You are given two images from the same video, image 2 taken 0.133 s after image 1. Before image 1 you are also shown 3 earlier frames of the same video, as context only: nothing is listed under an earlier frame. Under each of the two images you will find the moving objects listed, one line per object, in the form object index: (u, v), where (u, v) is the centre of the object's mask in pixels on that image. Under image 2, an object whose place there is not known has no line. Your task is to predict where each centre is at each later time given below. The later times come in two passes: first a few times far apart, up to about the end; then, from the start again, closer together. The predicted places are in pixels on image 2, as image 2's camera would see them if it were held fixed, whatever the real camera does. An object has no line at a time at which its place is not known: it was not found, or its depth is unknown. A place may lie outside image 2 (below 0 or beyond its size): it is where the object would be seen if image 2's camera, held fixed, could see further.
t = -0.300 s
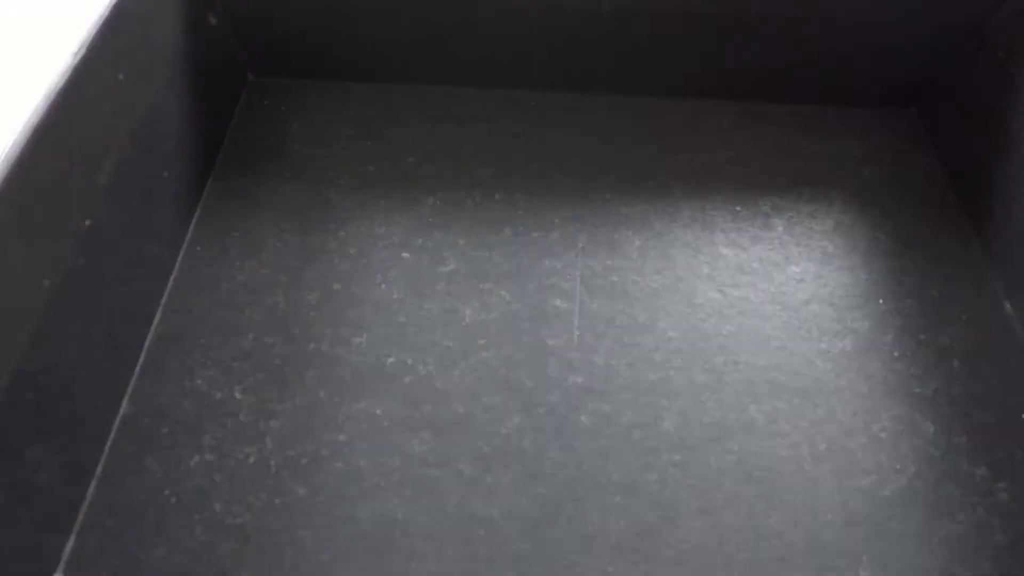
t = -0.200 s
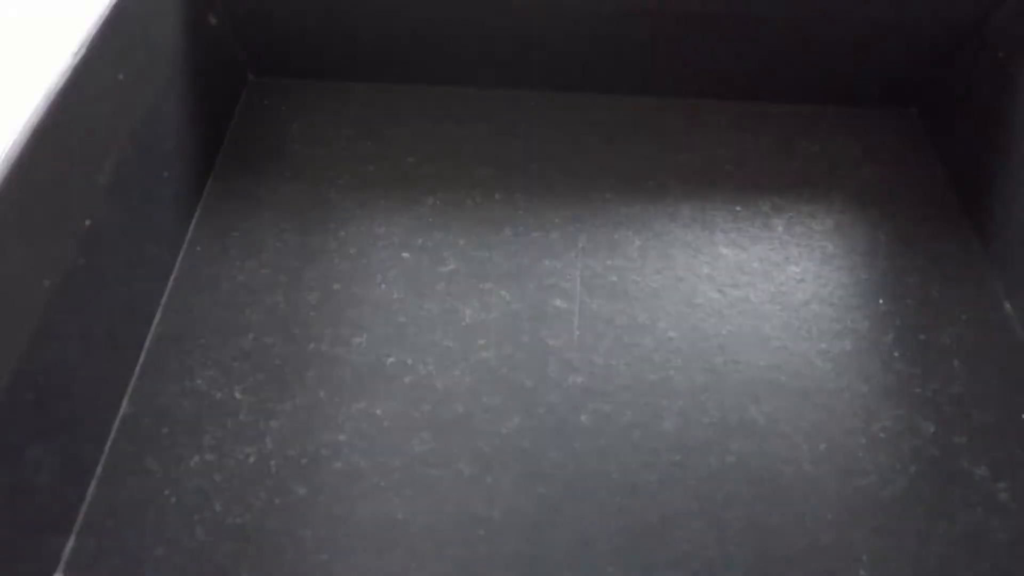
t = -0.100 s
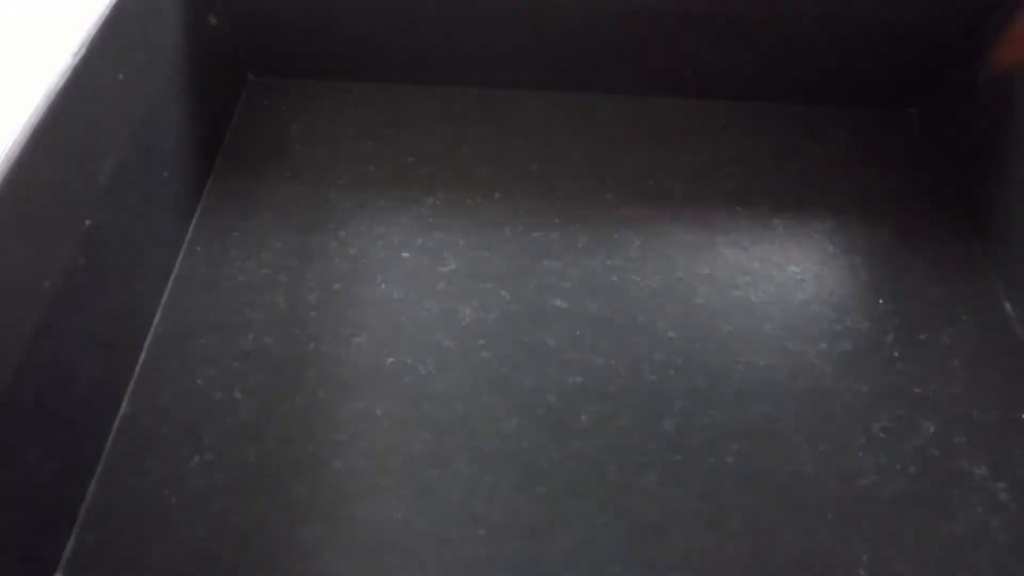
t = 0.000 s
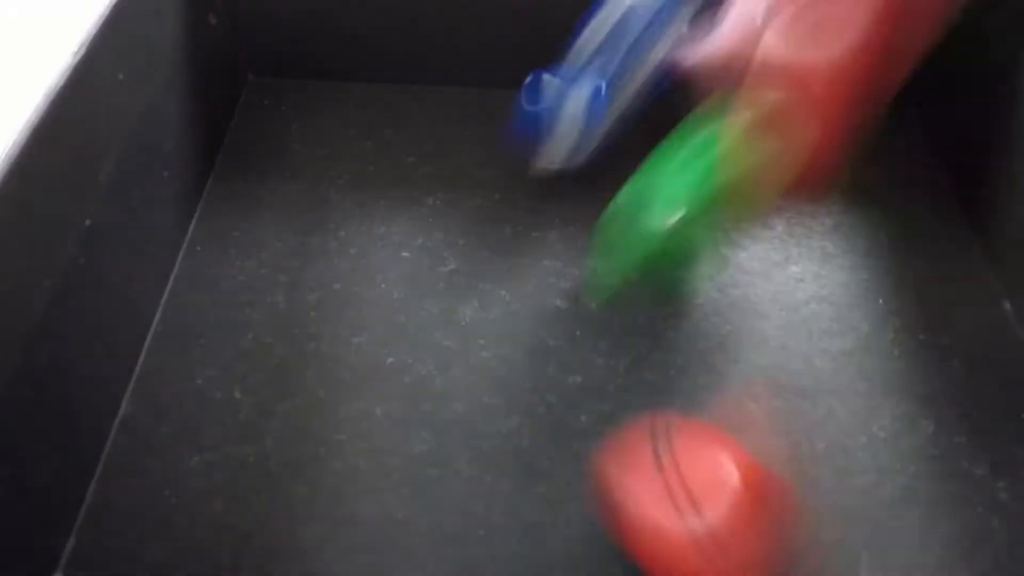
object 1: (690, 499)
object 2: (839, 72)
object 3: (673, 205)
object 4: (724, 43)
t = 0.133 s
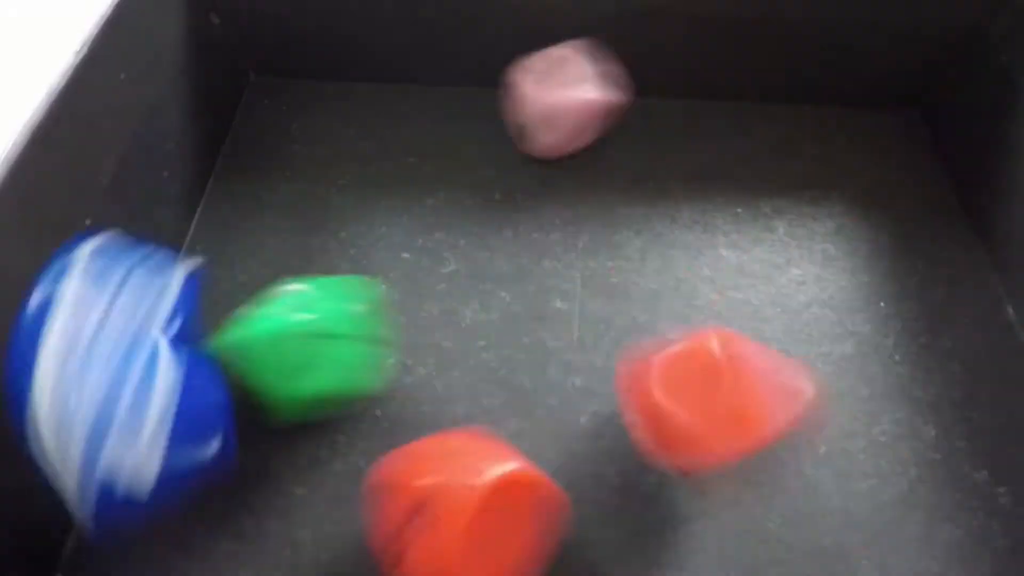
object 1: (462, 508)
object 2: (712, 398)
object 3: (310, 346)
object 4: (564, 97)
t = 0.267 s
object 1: (375, 498)
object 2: (593, 268)
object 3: (217, 211)
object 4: (508, 108)
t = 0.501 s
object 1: (424, 472)
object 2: (567, 187)
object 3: (334, 96)
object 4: (507, 101)
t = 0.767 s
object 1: (424, 472)
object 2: (599, 191)
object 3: (337, 104)
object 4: (509, 106)
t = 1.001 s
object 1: (424, 472)
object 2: (599, 191)
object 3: (337, 104)
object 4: (509, 105)
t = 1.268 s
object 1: (424, 472)
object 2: (599, 191)
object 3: (337, 104)
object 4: (509, 105)
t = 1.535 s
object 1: (424, 472)
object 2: (599, 191)
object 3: (337, 104)
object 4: (509, 105)
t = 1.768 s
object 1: (424, 472)
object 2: (599, 191)
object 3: (336, 104)
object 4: (509, 105)
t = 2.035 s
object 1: (424, 472)
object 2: (599, 191)
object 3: (336, 104)
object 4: (509, 105)
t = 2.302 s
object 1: (424, 472)
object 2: (599, 191)
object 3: (336, 104)
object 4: (509, 105)
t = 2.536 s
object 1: (424, 472)
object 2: (599, 191)
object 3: (336, 104)
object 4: (509, 105)
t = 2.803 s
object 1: (424, 472)
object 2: (599, 191)
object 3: (336, 104)
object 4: (509, 105)
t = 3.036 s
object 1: (424, 472)
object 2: (599, 191)
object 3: (336, 104)
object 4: (509, 106)
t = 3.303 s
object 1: (424, 472)
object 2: (599, 191)
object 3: (337, 104)
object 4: (509, 106)
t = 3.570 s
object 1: (424, 472)
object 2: (599, 191)
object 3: (337, 104)
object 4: (509, 106)
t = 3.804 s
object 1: (424, 472)
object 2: (599, 191)
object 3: (337, 104)
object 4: (509, 106)
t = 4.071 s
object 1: (424, 472)
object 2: (599, 191)
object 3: (337, 104)
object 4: (509, 106)
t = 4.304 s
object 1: (424, 472)
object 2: (599, 191)
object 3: (337, 104)
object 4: (509, 106)
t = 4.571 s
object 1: (424, 472)
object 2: (599, 191)
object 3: (337, 104)
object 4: (509, 106)
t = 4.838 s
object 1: (424, 472)
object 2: (599, 191)
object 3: (337, 104)
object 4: (509, 106)
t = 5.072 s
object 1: (424, 472)
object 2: (599, 191)
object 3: (337, 104)
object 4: (509, 106)
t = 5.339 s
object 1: (424, 472)
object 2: (599, 191)
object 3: (337, 104)
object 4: (509, 106)
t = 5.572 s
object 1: (424, 472)
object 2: (599, 191)
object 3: (337, 104)
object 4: (509, 106)
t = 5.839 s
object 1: (424, 472)
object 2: (599, 191)
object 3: (337, 104)
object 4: (509, 106)
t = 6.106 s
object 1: (424, 472)
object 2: (599, 191)
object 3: (337, 104)
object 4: (509, 106)
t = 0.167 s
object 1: (425, 503)
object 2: (677, 354)
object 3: (242, 351)
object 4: (537, 101)
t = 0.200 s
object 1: (376, 499)
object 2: (656, 333)
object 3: (208, 321)
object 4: (517, 105)
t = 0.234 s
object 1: (369, 502)
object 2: (613, 297)
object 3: (202, 260)
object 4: (509, 108)
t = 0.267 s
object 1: (375, 498)
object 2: (593, 268)
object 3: (217, 211)
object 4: (508, 108)
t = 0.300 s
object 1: (397, 486)
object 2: (558, 238)
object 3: (237, 170)
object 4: (508, 108)
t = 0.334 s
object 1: (418, 474)
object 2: (544, 210)
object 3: (244, 141)
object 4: (506, 104)
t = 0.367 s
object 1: (424, 472)
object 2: (541, 186)
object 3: (261, 113)
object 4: (503, 96)
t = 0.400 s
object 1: (424, 472)
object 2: (542, 172)
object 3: (288, 85)
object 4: (502, 94)
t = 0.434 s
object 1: (424, 472)
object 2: (547, 171)
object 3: (309, 76)
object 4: (503, 94)
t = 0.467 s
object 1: (424, 472)
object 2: (559, 180)
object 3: (328, 83)
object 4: (505, 100)
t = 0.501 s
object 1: (424, 472)
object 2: (567, 187)
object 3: (334, 96)
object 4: (507, 101)
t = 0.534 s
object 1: (424, 472)
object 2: (582, 193)
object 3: (337, 102)
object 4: (509, 104)
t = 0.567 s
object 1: (424, 472)
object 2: (592, 193)
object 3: (337, 104)
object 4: (509, 105)
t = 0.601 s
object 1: (424, 472)
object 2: (598, 192)
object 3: (337, 104)
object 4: (509, 105)
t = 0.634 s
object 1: (424, 472)
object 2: (599, 191)
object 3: (337, 104)
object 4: (509, 105)
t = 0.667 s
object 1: (424, 472)
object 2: (599, 191)
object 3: (337, 104)
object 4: (509, 106)
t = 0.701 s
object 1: (424, 472)
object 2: (599, 191)
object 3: (337, 104)
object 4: (509, 106)
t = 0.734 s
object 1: (424, 472)
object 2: (599, 191)
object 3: (337, 104)
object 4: (509, 106)
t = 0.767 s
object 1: (424, 472)
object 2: (599, 191)
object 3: (337, 104)
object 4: (509, 106)
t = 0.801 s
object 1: (424, 472)
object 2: (599, 191)
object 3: (337, 104)
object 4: (509, 106)
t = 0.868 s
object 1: (424, 472)
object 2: (599, 191)
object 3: (337, 104)
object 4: (509, 105)
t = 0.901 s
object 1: (424, 472)
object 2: (599, 191)
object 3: (337, 104)
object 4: (509, 105)
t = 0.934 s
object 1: (424, 472)
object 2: (599, 191)
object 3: (337, 104)
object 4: (509, 106)
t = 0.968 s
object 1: (424, 472)
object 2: (599, 191)
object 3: (337, 104)
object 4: (509, 106)
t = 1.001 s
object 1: (424, 472)
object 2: (599, 191)
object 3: (337, 104)
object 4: (509, 105)
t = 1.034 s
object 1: (424, 472)
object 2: (599, 191)
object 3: (337, 104)
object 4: (509, 105)
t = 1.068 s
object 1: (424, 472)
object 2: (599, 191)
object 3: (337, 104)
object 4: (509, 105)
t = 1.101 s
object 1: (424, 472)
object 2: (599, 191)
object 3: (337, 104)
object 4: (509, 105)
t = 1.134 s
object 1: (424, 472)
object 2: (599, 191)
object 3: (337, 104)
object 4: (509, 105)
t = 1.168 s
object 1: (424, 472)
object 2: (599, 191)
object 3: (337, 104)
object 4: (509, 105)
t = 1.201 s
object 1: (424, 472)
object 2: (599, 191)
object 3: (337, 104)
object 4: (509, 105)
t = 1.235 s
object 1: (424, 472)
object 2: (599, 191)
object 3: (337, 104)
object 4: (509, 105)
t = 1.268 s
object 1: (424, 472)
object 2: (599, 191)
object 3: (337, 104)
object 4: (509, 105)
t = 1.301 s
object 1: (424, 472)
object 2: (599, 191)
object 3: (337, 104)
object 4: (509, 105)
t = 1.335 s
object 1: (424, 472)
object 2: (599, 191)
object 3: (337, 104)
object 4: (509, 105)
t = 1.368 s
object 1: (424, 472)
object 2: (599, 191)
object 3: (337, 104)
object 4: (509, 105)
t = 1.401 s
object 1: (424, 472)
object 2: (599, 191)
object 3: (337, 104)
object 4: (509, 105)
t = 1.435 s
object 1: (424, 472)
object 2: (599, 191)
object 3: (337, 104)
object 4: (509, 105)
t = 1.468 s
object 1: (424, 472)
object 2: (599, 191)
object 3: (337, 104)
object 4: (509, 105)
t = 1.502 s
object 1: (424, 472)
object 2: (599, 191)
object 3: (337, 104)
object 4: (509, 105)
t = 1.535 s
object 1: (424, 472)
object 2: (599, 191)
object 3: (337, 104)
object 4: (509, 105)
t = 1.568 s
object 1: (424, 472)
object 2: (599, 191)
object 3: (336, 104)
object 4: (509, 105)
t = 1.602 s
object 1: (424, 472)
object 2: (599, 191)
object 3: (336, 104)
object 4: (509, 105)
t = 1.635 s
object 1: (424, 472)
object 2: (599, 191)
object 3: (336, 104)
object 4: (509, 105)
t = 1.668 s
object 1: (424, 472)
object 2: (599, 191)
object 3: (336, 104)
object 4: (509, 105)
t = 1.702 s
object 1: (424, 472)
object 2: (599, 191)
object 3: (336, 104)
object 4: (509, 105)
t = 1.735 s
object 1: (424, 472)
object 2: (599, 191)
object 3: (336, 104)
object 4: (509, 105)
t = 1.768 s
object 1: (424, 472)
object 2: (599, 191)
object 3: (336, 104)
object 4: (509, 105)
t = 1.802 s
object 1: (424, 472)
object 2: (599, 191)
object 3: (336, 104)
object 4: (509, 105)
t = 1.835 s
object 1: (424, 472)
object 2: (599, 191)
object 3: (336, 104)
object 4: (509, 105)
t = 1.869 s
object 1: (424, 472)
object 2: (599, 191)
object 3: (336, 104)
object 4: (509, 105)
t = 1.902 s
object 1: (424, 472)
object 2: (599, 191)
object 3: (336, 104)
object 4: (509, 105)
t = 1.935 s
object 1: (424, 472)
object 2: (599, 191)
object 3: (336, 104)
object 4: (509, 105)
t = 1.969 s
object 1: (424, 472)
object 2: (599, 191)
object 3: (336, 104)
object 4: (509, 105)
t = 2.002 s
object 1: (424, 472)
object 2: (599, 191)
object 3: (336, 104)
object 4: (509, 105)
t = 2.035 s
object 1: (424, 472)
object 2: (599, 191)
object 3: (336, 104)
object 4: (509, 105)
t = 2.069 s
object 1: (424, 472)
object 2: (599, 191)
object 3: (336, 104)
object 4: (509, 105)
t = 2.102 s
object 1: (424, 472)
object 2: (599, 191)
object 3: (336, 104)
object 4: (509, 105)
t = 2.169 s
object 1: (424, 472)
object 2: (599, 191)
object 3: (336, 104)
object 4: (509, 105)
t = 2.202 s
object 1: (424, 472)
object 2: (599, 191)
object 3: (336, 104)
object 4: (509, 105)
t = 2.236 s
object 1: (424, 472)
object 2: (599, 191)
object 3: (336, 104)
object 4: (509, 105)
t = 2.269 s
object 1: (424, 472)
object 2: (599, 191)
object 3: (336, 104)
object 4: (509, 105)
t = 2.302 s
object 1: (424, 472)
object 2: (599, 191)
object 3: (336, 104)
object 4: (509, 105)
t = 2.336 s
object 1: (424, 472)
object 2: (599, 191)
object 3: (336, 104)
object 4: (509, 105)
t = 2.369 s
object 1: (424, 472)
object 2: (599, 191)
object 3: (336, 104)
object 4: (509, 105)
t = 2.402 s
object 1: (424, 472)
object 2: (599, 191)
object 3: (336, 104)
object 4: (509, 105)
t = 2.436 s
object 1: (424, 472)
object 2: (599, 191)
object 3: (336, 104)
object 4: (509, 105)
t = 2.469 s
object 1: (424, 472)
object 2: (599, 191)
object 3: (336, 104)
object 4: (509, 105)
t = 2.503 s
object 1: (424, 472)
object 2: (599, 191)
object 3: (336, 104)
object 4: (509, 105)
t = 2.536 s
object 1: (424, 472)
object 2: (599, 191)
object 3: (336, 104)
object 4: (509, 105)
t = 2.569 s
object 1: (424, 472)
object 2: (599, 191)
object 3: (336, 104)
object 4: (509, 105)
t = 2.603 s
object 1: (424, 472)
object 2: (599, 191)
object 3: (336, 104)
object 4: (509, 105)
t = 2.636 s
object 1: (424, 472)
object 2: (599, 191)
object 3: (336, 104)
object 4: (509, 105)
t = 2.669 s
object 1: (424, 472)
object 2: (599, 191)
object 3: (336, 104)
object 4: (509, 105)
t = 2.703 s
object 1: (424, 472)
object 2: (599, 191)
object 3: (336, 104)
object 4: (509, 105)
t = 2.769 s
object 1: (424, 472)
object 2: (599, 191)
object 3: (336, 104)
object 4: (509, 105)
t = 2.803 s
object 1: (424, 472)
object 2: (599, 191)
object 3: (336, 104)
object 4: (509, 105)
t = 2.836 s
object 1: (424, 472)
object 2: (599, 191)
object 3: (336, 104)
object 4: (509, 105)
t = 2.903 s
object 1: (424, 472)
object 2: (599, 191)
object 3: (336, 104)
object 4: (509, 106)
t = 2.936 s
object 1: (424, 472)
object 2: (599, 191)
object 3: (336, 104)
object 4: (509, 105)
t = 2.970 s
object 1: (424, 472)
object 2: (599, 191)
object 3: (336, 104)
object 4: (509, 106)
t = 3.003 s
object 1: (424, 472)
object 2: (599, 191)
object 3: (336, 104)
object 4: (509, 106)
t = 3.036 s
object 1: (424, 472)
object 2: (599, 191)
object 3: (336, 104)
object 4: (509, 106)
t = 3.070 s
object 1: (424, 472)
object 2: (599, 191)
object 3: (336, 104)
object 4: (509, 106)
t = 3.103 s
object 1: (424, 472)
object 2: (599, 191)
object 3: (336, 104)
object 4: (509, 106)
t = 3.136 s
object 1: (424, 472)
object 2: (599, 191)
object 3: (336, 104)
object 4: (509, 106)
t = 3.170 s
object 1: (424, 472)
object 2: (599, 191)
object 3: (336, 104)
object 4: (509, 106)
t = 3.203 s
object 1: (424, 472)
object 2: (599, 191)
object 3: (336, 104)
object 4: (509, 106)
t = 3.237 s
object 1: (424, 472)
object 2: (599, 191)
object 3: (336, 104)
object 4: (509, 106)
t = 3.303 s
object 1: (424, 472)
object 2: (599, 191)
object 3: (337, 104)
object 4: (509, 106)
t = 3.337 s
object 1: (424, 472)
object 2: (599, 191)
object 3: (337, 104)
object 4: (509, 106)
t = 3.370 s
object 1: (424, 472)
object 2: (599, 191)
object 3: (337, 104)
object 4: (509, 106)
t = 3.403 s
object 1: (424, 472)
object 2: (599, 191)
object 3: (337, 104)
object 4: (509, 106)
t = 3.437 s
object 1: (424, 472)
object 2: (599, 191)
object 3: (337, 104)
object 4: (509, 106)
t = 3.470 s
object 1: (424, 472)
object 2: (599, 191)
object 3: (337, 104)
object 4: (509, 106)
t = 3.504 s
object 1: (424, 472)
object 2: (599, 191)
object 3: (337, 104)
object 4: (509, 106)
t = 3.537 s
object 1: (424, 472)
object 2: (599, 191)
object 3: (337, 104)
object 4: (509, 106)
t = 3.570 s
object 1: (424, 472)
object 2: (599, 191)
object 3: (337, 104)
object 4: (509, 106)
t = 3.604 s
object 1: (424, 472)
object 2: (599, 191)
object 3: (337, 104)
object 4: (509, 106)
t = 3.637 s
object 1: (424, 472)
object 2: (599, 191)
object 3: (337, 104)
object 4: (509, 106)
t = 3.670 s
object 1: (424, 472)
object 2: (599, 191)
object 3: (337, 104)
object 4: (509, 106)
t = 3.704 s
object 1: (424, 472)
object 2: (599, 191)
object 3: (337, 104)
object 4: (509, 106)
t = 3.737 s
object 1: (424, 472)
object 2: (599, 191)
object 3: (337, 104)
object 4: (509, 106)
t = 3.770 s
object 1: (424, 472)
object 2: (599, 191)
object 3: (337, 104)
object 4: (509, 106)
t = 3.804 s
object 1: (424, 472)
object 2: (599, 191)
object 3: (337, 104)
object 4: (509, 106)
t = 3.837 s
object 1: (424, 472)
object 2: (599, 191)
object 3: (337, 104)
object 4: (509, 106)
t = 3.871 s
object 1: (424, 472)
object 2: (599, 191)
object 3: (337, 104)
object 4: (509, 106)
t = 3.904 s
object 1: (424, 472)
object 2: (599, 191)
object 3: (337, 104)
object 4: (509, 106)
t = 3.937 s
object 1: (424, 472)
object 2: (599, 191)
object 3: (337, 104)
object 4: (509, 106)
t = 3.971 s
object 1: (424, 472)
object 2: (599, 191)
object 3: (337, 104)
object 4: (509, 106)
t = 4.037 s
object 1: (424, 472)
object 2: (599, 191)
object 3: (337, 104)
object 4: (509, 106)
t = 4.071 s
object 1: (424, 472)
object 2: (599, 191)
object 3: (337, 104)
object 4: (509, 106)
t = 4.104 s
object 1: (424, 472)
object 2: (599, 191)
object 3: (337, 104)
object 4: (509, 106)
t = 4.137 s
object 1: (424, 472)
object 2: (599, 191)
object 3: (337, 104)
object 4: (509, 106)
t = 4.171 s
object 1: (424, 472)
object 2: (599, 191)
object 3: (337, 104)
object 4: (509, 106)
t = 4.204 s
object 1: (424, 472)
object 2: (599, 191)
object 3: (337, 104)
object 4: (509, 106)
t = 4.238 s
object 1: (424, 472)
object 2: (599, 191)
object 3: (337, 104)
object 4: (509, 106)
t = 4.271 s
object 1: (424, 472)
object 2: (599, 191)
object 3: (337, 104)
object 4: (509, 106)
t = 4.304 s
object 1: (424, 472)
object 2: (599, 191)
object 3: (337, 104)
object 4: (509, 106)
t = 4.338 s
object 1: (424, 472)
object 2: (599, 191)
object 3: (337, 104)
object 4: (509, 105)
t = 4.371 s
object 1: (424, 472)
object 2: (599, 191)
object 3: (337, 104)
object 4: (509, 106)
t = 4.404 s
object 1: (424, 472)
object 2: (599, 191)
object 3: (337, 104)
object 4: (509, 106)
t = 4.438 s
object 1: (424, 472)
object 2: (599, 191)
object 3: (337, 104)
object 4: (509, 106)
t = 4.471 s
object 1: (424, 472)
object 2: (599, 191)
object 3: (337, 104)
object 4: (509, 105)
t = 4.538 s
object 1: (424, 472)
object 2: (599, 191)
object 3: (337, 104)
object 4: (509, 105)
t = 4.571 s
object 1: (424, 472)
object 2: (599, 191)
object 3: (337, 104)
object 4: (509, 106)
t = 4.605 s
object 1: (424, 472)
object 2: (599, 191)
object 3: (337, 104)
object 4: (509, 105)
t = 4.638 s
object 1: (424, 472)
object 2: (599, 191)
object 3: (337, 104)
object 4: (509, 106)
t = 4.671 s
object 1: (424, 472)
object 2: (599, 191)
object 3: (337, 104)
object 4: (509, 106)
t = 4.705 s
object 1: (424, 472)
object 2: (599, 191)
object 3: (337, 104)
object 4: (509, 106)
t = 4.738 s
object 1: (424, 472)
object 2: (599, 191)
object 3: (337, 104)
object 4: (509, 106)
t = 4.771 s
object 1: (424, 472)
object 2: (599, 191)
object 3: (337, 104)
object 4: (509, 106)
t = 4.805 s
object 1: (424, 472)
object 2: (599, 191)
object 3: (337, 104)
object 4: (509, 106)
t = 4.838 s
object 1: (424, 472)
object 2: (599, 191)
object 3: (337, 104)
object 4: (509, 106)
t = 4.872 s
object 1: (424, 472)
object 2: (599, 191)
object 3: (337, 104)
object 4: (509, 106)
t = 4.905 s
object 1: (424, 472)
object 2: (599, 191)
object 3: (337, 104)
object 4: (509, 106)
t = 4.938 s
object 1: (424, 472)
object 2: (599, 191)
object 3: (337, 104)
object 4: (509, 106)
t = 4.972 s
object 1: (424, 472)
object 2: (599, 191)
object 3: (337, 104)
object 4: (509, 106)
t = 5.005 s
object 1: (424, 472)
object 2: (599, 191)
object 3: (337, 104)
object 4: (509, 106)
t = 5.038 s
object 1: (424, 472)
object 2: (599, 191)
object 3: (337, 104)
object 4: (509, 106)
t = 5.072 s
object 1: (424, 472)
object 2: (599, 191)
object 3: (337, 104)
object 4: (509, 106)
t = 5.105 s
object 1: (424, 472)
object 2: (599, 191)
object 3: (337, 104)
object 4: (509, 106)
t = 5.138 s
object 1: (424, 472)
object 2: (599, 191)
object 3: (337, 104)
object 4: (509, 106)
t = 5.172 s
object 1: (424, 472)
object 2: (599, 191)
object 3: (337, 104)
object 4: (509, 106)
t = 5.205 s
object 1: (424, 472)
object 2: (599, 191)
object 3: (337, 104)
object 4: (509, 106)
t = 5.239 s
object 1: (424, 472)
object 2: (599, 191)
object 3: (337, 104)
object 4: (509, 106)
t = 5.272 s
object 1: (424, 472)
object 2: (599, 191)
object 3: (337, 104)
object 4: (509, 106)
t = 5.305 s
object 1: (424, 472)
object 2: (599, 191)
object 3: (337, 104)
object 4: (509, 106)
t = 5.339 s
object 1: (424, 472)
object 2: (599, 191)
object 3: (337, 104)
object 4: (509, 106)
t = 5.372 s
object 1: (424, 472)
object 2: (599, 191)
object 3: (337, 104)
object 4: (509, 106)
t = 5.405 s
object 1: (424, 472)
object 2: (599, 191)
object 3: (337, 104)
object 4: (509, 106)
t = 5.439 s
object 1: (424, 472)
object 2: (599, 191)
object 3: (337, 104)
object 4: (509, 106)
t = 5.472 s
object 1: (424, 472)
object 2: (599, 191)
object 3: (337, 104)
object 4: (509, 106)
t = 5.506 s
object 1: (424, 472)
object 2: (599, 191)
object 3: (337, 104)
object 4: (509, 106)
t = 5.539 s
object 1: (424, 472)
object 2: (599, 191)
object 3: (337, 104)
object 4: (509, 106)
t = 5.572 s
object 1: (424, 472)
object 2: (599, 191)
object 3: (337, 104)
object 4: (509, 106)
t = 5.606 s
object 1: (424, 472)
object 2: (599, 191)
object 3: (337, 104)
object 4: (509, 106)
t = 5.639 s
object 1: (424, 472)
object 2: (599, 191)
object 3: (337, 104)
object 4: (509, 106)
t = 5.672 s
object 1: (424, 472)
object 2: (599, 191)
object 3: (337, 104)
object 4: (509, 106)
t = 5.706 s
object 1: (424, 472)
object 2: (599, 191)
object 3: (337, 104)
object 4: (509, 106)
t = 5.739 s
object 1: (424, 472)
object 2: (599, 191)
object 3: (337, 104)
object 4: (509, 106)
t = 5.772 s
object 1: (424, 472)
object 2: (599, 191)
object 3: (337, 104)
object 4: (509, 106)
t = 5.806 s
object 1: (424, 472)
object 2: (599, 191)
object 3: (337, 104)
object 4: (509, 106)
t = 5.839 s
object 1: (424, 472)
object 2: (599, 191)
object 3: (337, 104)
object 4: (509, 106)
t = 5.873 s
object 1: (424, 472)
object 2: (599, 191)
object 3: (337, 104)
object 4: (509, 106)
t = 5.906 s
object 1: (424, 472)
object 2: (599, 191)
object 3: (337, 104)
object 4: (509, 106)
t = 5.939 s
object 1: (424, 472)
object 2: (599, 191)
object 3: (337, 104)
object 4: (509, 106)
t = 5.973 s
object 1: (424, 472)
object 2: (599, 191)
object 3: (337, 104)
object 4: (509, 106)
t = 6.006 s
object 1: (424, 472)
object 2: (599, 191)
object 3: (337, 104)
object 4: (509, 106)
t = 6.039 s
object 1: (424, 472)
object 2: (599, 191)
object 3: (337, 104)
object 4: (509, 106)
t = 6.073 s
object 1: (424, 472)
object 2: (599, 191)
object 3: (337, 104)
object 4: (509, 106)
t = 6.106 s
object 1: (424, 472)
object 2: (599, 191)
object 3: (337, 104)
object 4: (509, 106)
